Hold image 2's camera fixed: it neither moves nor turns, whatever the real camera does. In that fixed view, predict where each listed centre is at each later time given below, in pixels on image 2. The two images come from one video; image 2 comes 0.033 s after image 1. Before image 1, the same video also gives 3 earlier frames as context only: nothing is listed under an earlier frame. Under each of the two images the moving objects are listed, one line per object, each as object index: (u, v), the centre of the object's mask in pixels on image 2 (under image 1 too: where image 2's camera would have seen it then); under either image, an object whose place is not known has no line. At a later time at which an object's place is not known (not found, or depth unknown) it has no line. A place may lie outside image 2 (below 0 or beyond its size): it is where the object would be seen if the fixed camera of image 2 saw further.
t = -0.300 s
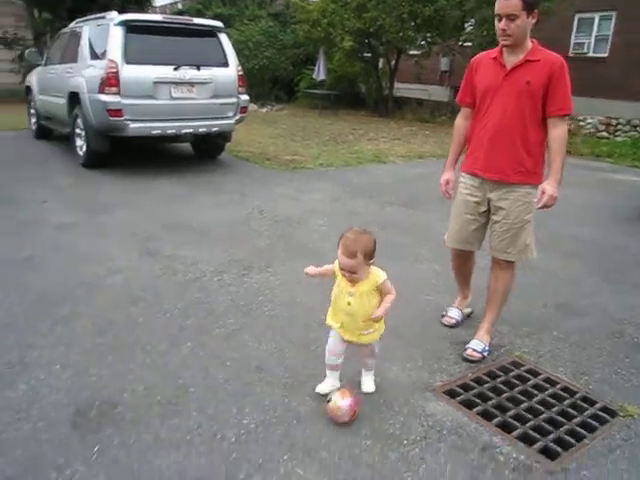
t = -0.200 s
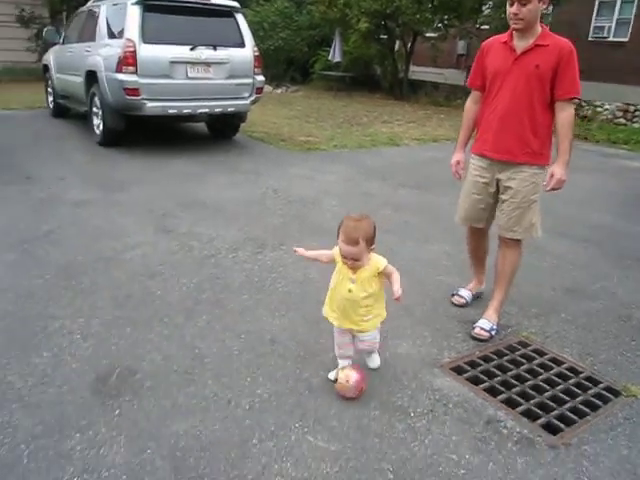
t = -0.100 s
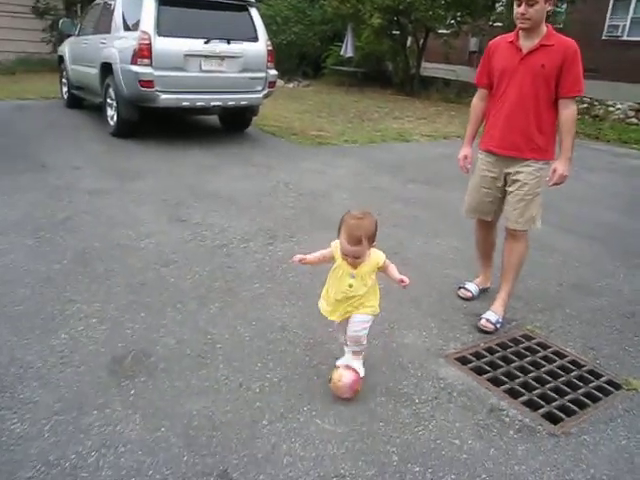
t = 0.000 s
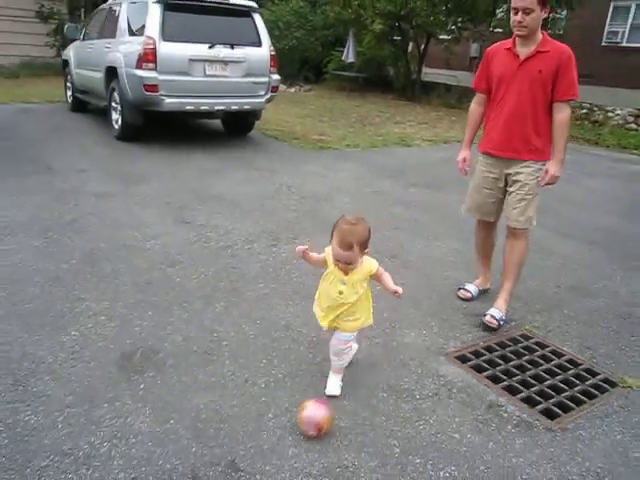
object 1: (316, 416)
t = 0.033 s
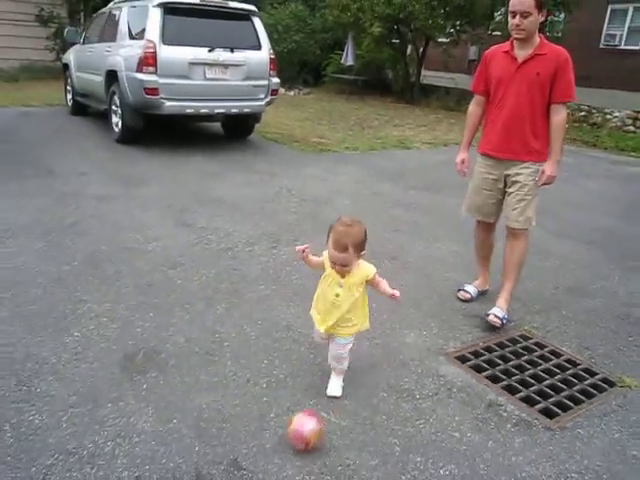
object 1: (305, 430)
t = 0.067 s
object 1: (293, 444)
